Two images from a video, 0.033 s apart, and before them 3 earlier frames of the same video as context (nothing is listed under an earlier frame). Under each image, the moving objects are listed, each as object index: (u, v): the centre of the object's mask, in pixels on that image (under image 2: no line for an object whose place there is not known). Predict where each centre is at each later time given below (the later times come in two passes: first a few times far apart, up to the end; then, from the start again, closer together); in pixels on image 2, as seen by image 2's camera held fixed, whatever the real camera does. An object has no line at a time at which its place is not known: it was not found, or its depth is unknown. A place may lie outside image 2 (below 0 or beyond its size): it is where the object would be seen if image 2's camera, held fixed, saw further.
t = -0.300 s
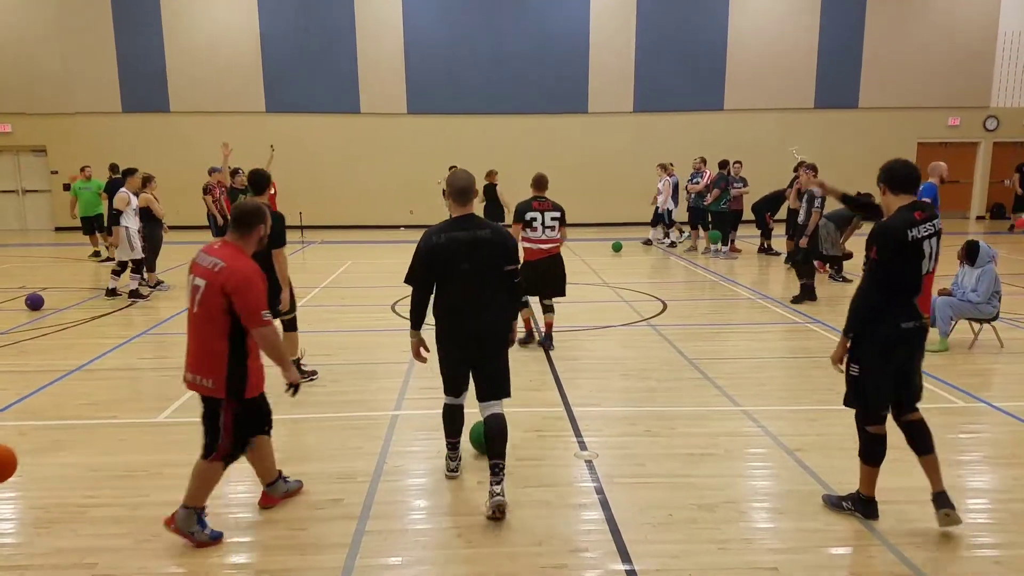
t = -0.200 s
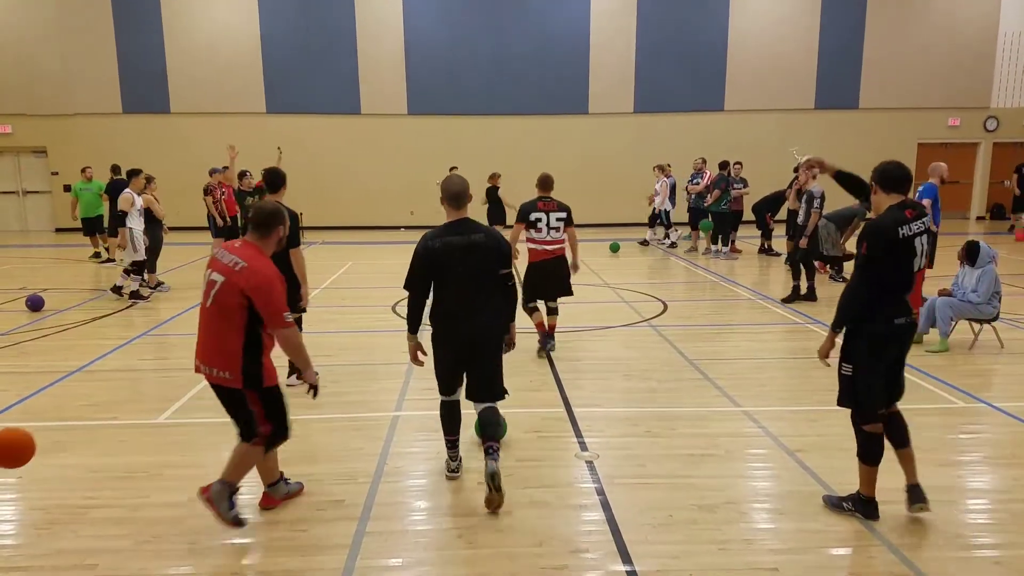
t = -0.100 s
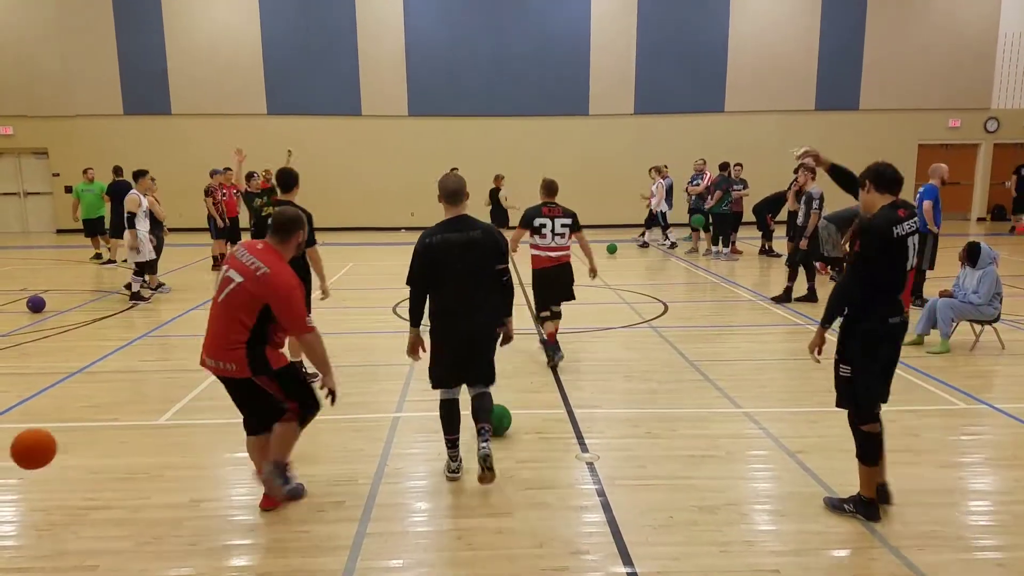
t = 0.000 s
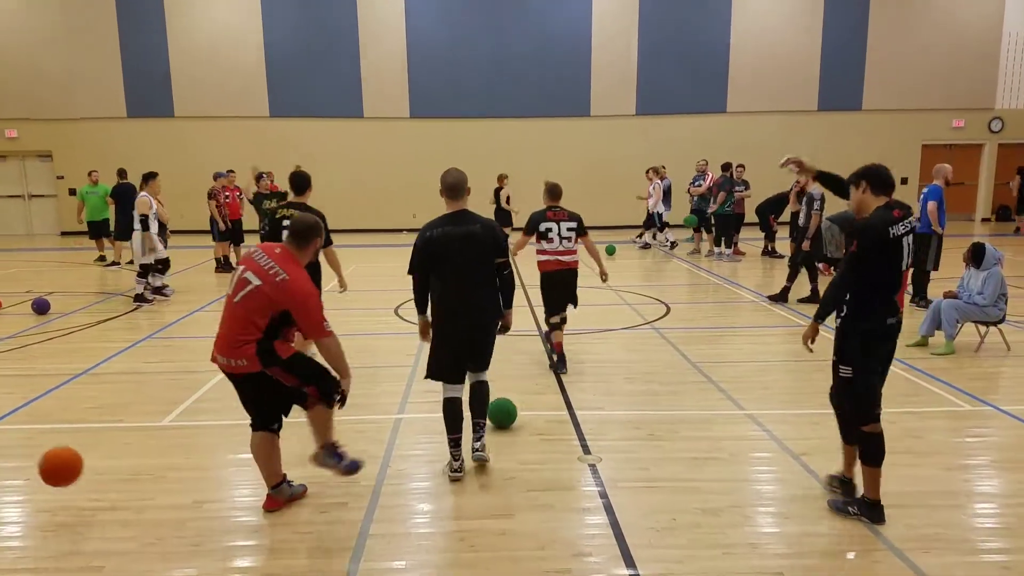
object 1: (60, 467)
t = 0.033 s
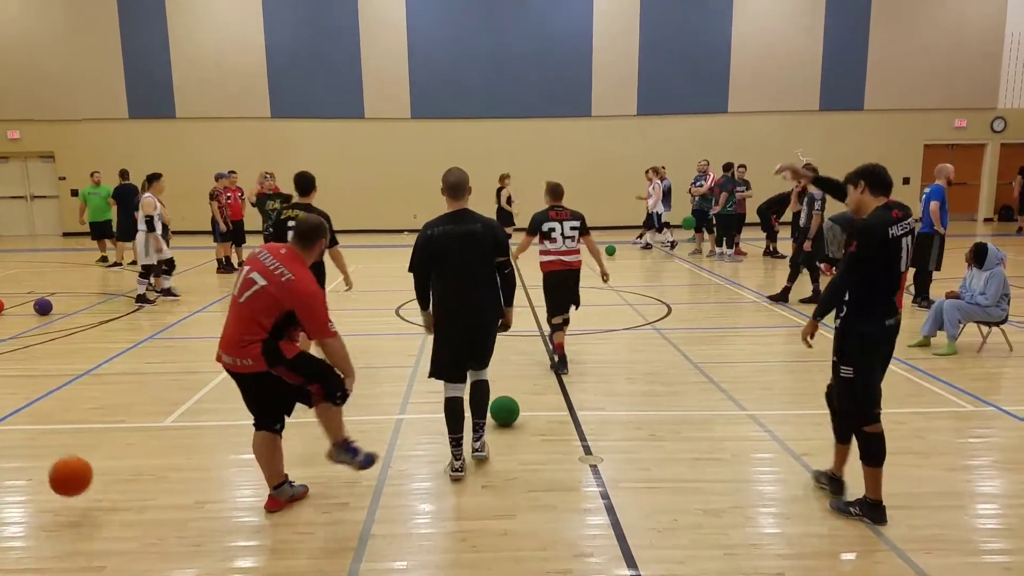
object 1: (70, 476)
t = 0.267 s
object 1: (109, 456)
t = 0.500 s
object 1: (152, 471)
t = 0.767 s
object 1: (190, 449)
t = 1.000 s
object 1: (225, 453)
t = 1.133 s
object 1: (240, 445)
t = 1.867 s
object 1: (315, 439)
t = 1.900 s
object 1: (319, 438)
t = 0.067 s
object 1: (78, 487)
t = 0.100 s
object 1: (86, 498)
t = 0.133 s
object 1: (90, 486)
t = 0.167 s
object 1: (94, 477)
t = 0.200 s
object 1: (99, 468)
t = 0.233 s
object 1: (104, 461)
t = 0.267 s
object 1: (109, 456)
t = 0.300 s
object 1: (116, 453)
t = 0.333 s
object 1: (122, 451)
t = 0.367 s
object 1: (128, 452)
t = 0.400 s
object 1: (133, 454)
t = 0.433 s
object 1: (139, 458)
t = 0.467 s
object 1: (145, 464)
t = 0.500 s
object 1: (152, 471)
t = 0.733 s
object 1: (185, 450)
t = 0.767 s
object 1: (190, 449)
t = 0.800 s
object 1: (195, 451)
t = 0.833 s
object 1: (200, 454)
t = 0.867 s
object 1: (205, 459)
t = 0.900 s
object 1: (211, 466)
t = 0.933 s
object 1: (216, 469)
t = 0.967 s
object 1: (220, 460)
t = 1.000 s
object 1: (225, 453)
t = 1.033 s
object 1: (228, 449)
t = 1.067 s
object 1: (232, 446)
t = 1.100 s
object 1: (235, 446)
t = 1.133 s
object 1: (240, 445)
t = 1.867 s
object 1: (315, 439)
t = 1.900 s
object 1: (319, 438)
